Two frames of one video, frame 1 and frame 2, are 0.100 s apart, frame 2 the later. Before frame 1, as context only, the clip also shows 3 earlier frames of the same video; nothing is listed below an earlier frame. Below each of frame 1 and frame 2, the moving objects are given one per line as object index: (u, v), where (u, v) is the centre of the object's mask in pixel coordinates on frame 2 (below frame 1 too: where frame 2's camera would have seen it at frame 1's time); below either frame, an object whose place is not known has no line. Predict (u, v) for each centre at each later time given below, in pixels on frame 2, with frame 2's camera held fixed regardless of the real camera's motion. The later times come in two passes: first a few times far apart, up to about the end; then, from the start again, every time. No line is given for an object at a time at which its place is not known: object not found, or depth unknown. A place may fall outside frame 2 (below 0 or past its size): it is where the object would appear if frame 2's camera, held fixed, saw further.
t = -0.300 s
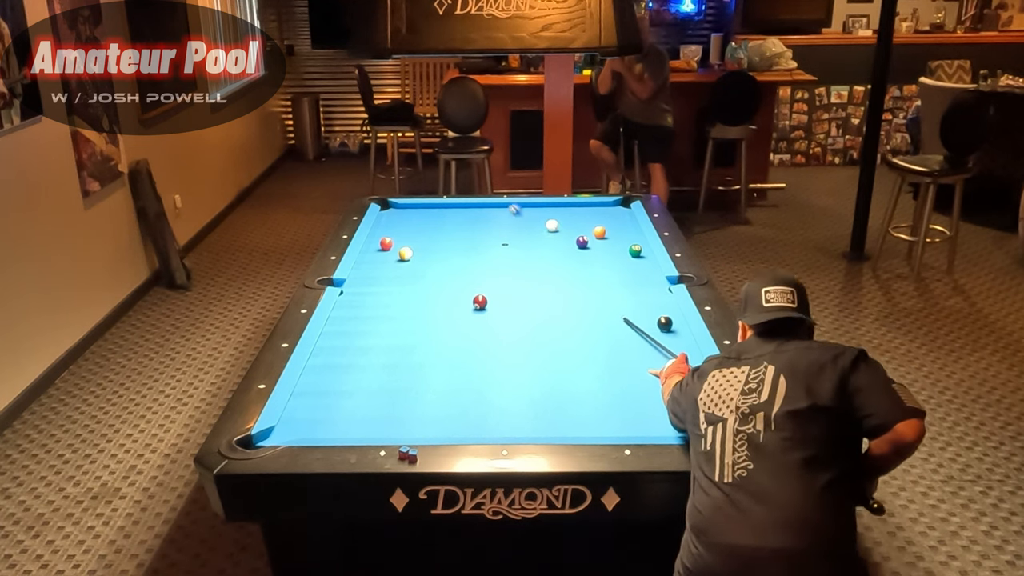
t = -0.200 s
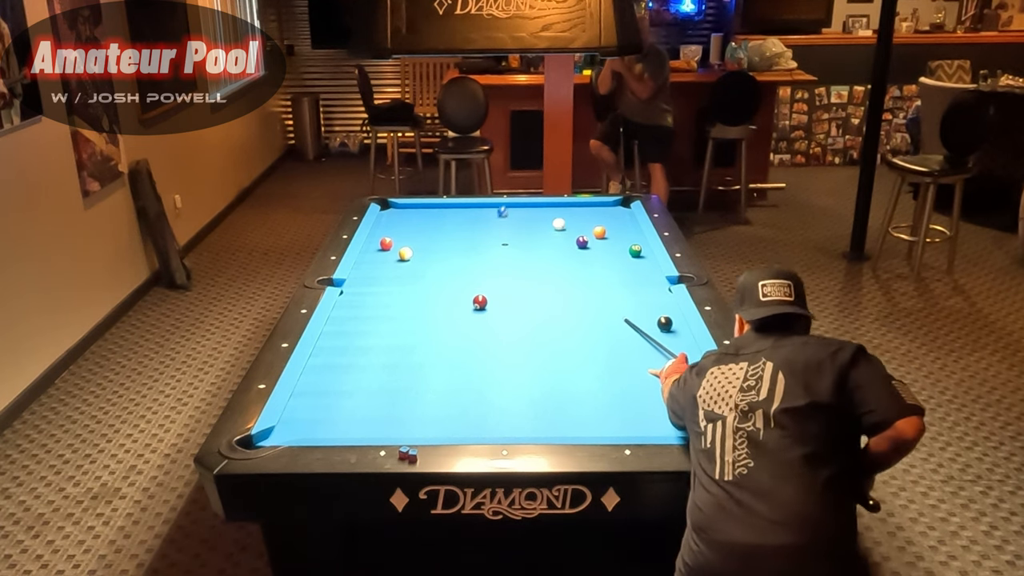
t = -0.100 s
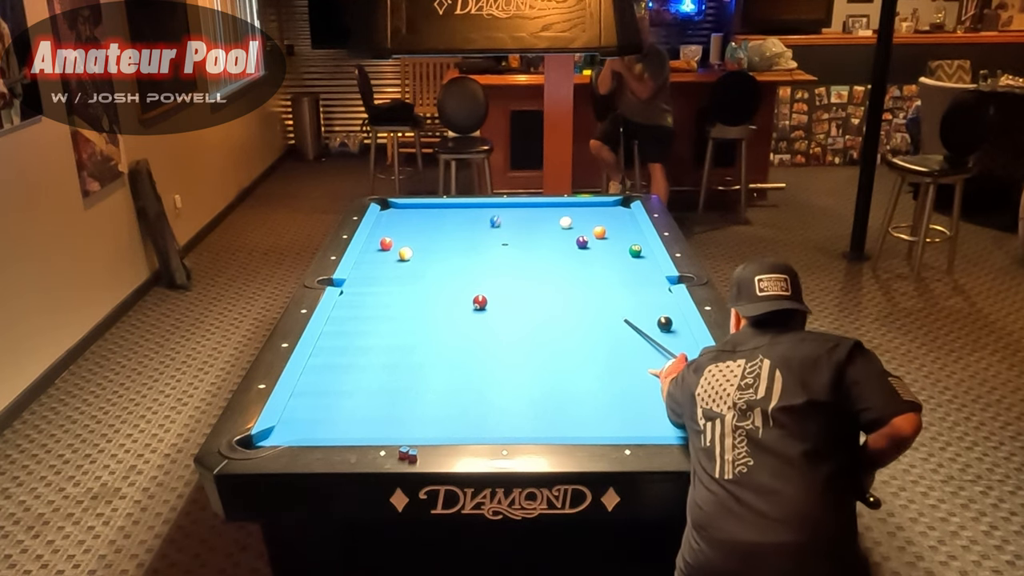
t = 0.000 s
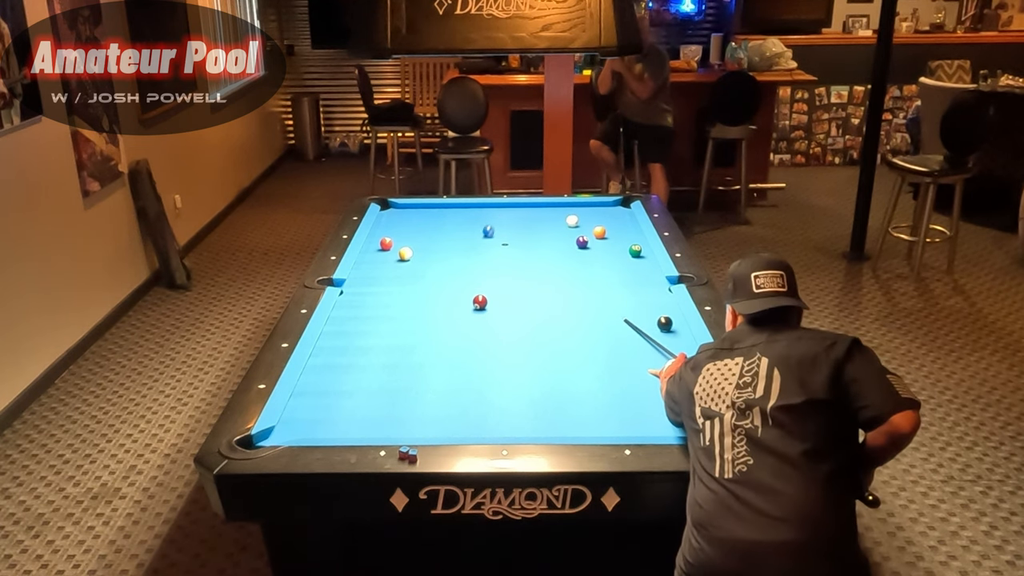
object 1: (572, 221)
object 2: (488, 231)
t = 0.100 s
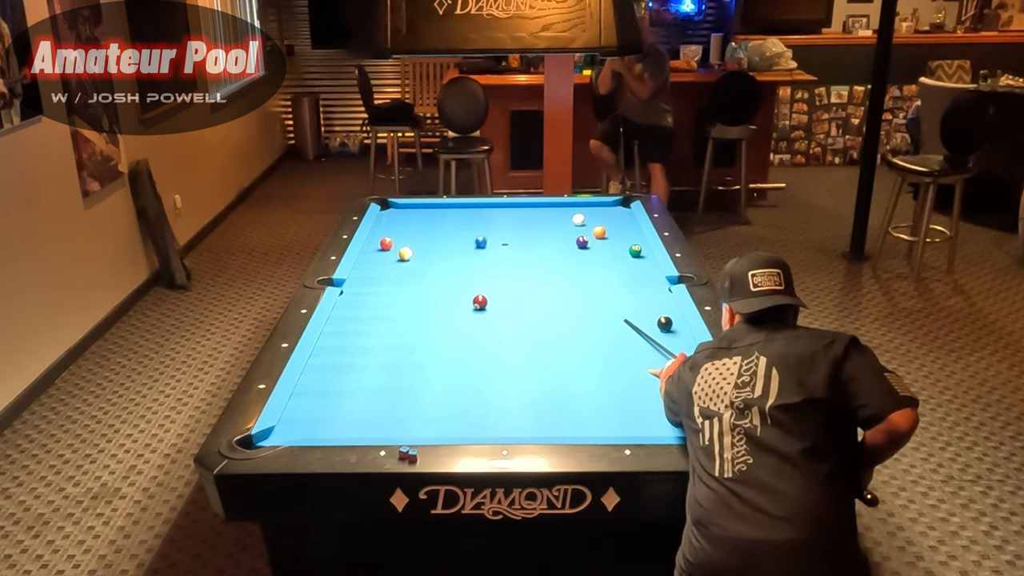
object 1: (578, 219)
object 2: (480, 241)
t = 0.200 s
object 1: (584, 218)
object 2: (472, 253)
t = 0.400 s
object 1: (596, 215)
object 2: (454, 278)
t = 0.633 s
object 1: (609, 212)
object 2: (430, 313)
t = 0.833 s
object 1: (619, 210)
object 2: (405, 348)
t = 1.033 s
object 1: (624, 208)
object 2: (374, 389)
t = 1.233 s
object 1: (618, 207)
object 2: (343, 430)
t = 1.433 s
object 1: (612, 206)
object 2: (356, 402)
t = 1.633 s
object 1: (607, 205)
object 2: (367, 376)
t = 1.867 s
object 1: (602, 204)
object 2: (378, 351)
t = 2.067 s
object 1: (598, 204)
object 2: (386, 331)
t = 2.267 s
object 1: (596, 204)
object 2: (393, 314)
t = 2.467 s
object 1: (595, 204)
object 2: (400, 299)
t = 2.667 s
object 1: (594, 204)
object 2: (406, 285)
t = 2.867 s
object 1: (594, 204)
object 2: (411, 273)
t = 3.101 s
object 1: (594, 204)
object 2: (417, 260)
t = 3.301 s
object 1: (594, 204)
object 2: (421, 249)
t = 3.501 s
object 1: (594, 204)
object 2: (425, 240)
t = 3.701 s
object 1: (594, 204)
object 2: (428, 231)
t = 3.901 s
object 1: (594, 204)
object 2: (431, 223)
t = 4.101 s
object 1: (594, 204)
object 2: (434, 216)
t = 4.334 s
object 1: (594, 204)
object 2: (438, 208)
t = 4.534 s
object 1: (594, 204)
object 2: (438, 207)
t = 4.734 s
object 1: (594, 204)
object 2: (439, 210)
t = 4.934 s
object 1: (594, 204)
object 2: (439, 214)
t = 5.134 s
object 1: (594, 204)
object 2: (438, 217)
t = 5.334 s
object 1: (594, 204)
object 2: (439, 220)
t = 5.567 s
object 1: (594, 204)
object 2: (439, 224)
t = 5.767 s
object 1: (594, 204)
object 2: (439, 227)
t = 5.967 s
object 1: (594, 204)
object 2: (439, 230)
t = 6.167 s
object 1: (594, 204)
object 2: (439, 233)
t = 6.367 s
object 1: (594, 204)
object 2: (439, 235)
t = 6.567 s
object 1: (594, 204)
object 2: (439, 238)
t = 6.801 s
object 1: (594, 204)
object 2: (438, 240)
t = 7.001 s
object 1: (594, 204)
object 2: (438, 243)
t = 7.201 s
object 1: (594, 204)
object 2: (437, 244)
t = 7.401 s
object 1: (594, 204)
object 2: (437, 246)
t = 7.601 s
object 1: (594, 204)
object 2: (436, 248)
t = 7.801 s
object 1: (594, 204)
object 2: (435, 249)
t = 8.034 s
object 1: (594, 204)
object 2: (434, 250)
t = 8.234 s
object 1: (594, 204)
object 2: (434, 251)
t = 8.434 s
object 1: (594, 204)
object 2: (434, 251)
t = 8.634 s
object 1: (594, 204)
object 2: (433, 251)
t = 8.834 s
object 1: (594, 204)
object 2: (433, 251)
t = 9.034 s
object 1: (594, 204)
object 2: (433, 251)
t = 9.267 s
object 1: (594, 204)
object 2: (433, 251)
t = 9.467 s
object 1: (594, 204)
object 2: (433, 251)
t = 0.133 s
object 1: (580, 219)
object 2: (478, 245)
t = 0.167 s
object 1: (582, 218)
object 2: (475, 249)
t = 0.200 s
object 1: (584, 218)
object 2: (472, 253)
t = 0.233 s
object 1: (586, 217)
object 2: (469, 257)
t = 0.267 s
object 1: (588, 217)
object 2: (467, 261)
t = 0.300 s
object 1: (590, 217)
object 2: (464, 265)
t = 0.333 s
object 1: (592, 216)
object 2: (461, 269)
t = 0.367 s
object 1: (594, 216)
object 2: (458, 274)
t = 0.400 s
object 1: (596, 215)
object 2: (454, 278)
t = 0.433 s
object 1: (598, 215)
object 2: (451, 283)
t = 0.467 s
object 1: (600, 214)
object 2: (448, 288)
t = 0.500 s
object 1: (602, 214)
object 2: (444, 292)
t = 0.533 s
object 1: (603, 213)
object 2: (441, 297)
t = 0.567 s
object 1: (605, 213)
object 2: (437, 302)
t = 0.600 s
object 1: (607, 213)
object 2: (433, 308)
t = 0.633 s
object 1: (609, 212)
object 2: (430, 313)
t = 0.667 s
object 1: (610, 212)
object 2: (426, 318)
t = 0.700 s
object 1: (612, 211)
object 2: (422, 324)
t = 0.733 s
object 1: (614, 211)
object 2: (418, 330)
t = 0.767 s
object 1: (615, 211)
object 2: (413, 336)
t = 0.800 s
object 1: (617, 210)
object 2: (409, 342)
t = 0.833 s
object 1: (619, 210)
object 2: (405, 348)
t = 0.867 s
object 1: (620, 209)
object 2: (400, 354)
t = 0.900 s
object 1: (622, 209)
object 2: (395, 361)
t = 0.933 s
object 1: (624, 209)
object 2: (391, 367)
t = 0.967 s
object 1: (625, 208)
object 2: (385, 375)
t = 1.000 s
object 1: (625, 208)
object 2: (380, 383)
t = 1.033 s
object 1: (624, 208)
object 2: (374, 389)
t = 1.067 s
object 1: (623, 208)
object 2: (369, 398)
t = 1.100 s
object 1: (622, 207)
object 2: (363, 405)
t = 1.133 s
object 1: (620, 207)
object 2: (357, 414)
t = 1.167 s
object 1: (620, 207)
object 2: (351, 423)
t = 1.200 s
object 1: (619, 207)
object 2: (345, 429)
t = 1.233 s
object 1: (618, 207)
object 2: (343, 430)
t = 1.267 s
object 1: (617, 207)
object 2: (345, 426)
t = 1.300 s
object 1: (616, 207)
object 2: (347, 422)
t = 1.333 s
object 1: (615, 206)
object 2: (349, 416)
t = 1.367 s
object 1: (614, 206)
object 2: (352, 411)
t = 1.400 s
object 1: (613, 206)
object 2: (354, 406)
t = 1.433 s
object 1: (612, 206)
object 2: (356, 402)
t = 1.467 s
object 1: (611, 206)
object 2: (358, 397)
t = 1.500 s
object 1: (610, 206)
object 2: (360, 393)
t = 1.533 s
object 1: (609, 205)
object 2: (361, 389)
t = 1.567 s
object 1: (609, 205)
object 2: (363, 385)
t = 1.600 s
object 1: (608, 205)
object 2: (365, 381)
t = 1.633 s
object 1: (607, 205)
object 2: (367, 376)
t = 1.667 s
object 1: (606, 205)
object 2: (369, 372)
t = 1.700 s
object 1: (605, 205)
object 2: (370, 369)
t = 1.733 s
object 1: (605, 205)
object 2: (372, 365)
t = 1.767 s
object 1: (604, 204)
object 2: (373, 361)
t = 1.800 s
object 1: (603, 204)
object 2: (375, 358)
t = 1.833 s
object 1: (603, 204)
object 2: (376, 354)
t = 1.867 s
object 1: (602, 204)
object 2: (378, 351)
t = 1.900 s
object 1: (601, 204)
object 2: (379, 347)
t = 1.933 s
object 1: (600, 204)
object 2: (381, 344)
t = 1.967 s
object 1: (600, 204)
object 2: (382, 341)
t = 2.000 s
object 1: (599, 204)
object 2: (383, 338)
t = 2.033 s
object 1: (599, 204)
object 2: (385, 335)
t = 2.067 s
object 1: (598, 204)
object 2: (386, 331)
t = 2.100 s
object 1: (598, 204)
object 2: (388, 328)
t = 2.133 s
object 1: (597, 204)
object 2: (389, 325)
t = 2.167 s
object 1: (597, 203)
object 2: (390, 323)
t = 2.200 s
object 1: (597, 203)
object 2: (391, 320)
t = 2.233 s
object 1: (596, 203)
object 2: (392, 317)
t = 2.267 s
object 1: (596, 204)
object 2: (393, 314)
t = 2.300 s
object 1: (596, 204)
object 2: (395, 311)
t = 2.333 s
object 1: (595, 204)
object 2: (396, 309)
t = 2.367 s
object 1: (595, 204)
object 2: (397, 306)
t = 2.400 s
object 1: (595, 204)
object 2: (397, 304)
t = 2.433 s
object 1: (595, 204)
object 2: (399, 301)
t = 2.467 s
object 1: (595, 204)
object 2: (400, 299)
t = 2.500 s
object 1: (595, 204)
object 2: (401, 296)
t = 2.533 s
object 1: (594, 204)
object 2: (402, 294)
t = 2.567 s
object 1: (594, 204)
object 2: (403, 292)
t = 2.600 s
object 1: (594, 204)
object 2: (404, 290)
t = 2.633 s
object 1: (594, 204)
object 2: (405, 287)
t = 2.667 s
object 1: (594, 204)
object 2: (406, 285)
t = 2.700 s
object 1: (594, 204)
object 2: (407, 283)
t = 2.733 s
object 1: (594, 204)
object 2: (408, 281)
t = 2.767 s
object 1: (594, 204)
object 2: (409, 278)
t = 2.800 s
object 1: (594, 204)
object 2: (409, 277)
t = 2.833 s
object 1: (594, 204)
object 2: (410, 275)
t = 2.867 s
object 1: (594, 204)
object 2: (411, 273)
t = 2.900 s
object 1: (594, 204)
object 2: (412, 271)
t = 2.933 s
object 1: (594, 204)
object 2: (412, 269)
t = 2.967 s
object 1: (594, 204)
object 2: (414, 267)
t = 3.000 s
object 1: (594, 204)
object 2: (415, 265)
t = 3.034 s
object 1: (594, 204)
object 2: (415, 263)
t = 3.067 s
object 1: (594, 204)
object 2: (416, 261)
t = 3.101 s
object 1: (594, 204)
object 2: (417, 260)
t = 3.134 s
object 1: (594, 204)
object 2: (417, 258)
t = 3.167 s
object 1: (594, 204)
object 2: (418, 256)
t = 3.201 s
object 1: (594, 204)
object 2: (419, 254)
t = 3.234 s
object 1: (594, 204)
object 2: (420, 252)
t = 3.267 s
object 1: (594, 204)
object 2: (420, 250)
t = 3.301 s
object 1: (594, 204)
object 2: (421, 249)
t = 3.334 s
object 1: (594, 204)
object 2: (421, 248)
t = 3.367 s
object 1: (594, 204)
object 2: (422, 246)
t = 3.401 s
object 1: (594, 204)
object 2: (423, 244)
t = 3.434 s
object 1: (594, 204)
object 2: (423, 243)
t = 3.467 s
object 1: (594, 204)
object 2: (424, 241)
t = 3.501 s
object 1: (594, 204)
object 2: (425, 240)
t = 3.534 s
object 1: (594, 204)
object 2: (425, 238)
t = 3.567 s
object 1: (594, 204)
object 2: (426, 237)
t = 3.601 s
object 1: (594, 204)
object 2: (426, 235)
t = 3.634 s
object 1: (594, 204)
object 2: (427, 234)
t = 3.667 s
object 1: (594, 204)
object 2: (427, 233)
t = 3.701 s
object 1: (594, 204)
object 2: (428, 231)
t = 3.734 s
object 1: (594, 204)
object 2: (429, 230)
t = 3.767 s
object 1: (594, 204)
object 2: (429, 228)
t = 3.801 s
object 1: (594, 204)
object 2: (430, 228)
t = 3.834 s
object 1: (594, 204)
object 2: (430, 226)
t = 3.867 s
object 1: (594, 204)
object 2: (430, 225)
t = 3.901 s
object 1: (594, 204)
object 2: (431, 223)
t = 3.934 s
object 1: (594, 204)
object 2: (432, 222)
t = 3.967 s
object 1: (594, 204)
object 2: (432, 221)
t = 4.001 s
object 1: (594, 204)
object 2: (433, 220)
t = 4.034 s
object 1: (594, 204)
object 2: (434, 218)
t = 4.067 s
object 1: (594, 204)
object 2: (434, 217)
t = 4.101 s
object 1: (594, 204)
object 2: (434, 216)
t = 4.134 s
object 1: (594, 204)
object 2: (434, 215)
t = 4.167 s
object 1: (594, 204)
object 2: (435, 214)
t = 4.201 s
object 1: (594, 204)
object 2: (436, 213)
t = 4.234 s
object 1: (594, 204)
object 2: (436, 212)
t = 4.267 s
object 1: (594, 204)
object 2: (437, 211)
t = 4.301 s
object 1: (594, 204)
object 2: (437, 209)
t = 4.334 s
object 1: (594, 204)
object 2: (438, 208)
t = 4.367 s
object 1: (594, 204)
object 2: (438, 208)
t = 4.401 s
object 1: (594, 204)
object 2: (438, 207)
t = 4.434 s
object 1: (594, 204)
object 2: (438, 205)
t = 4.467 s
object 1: (594, 204)
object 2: (438, 205)
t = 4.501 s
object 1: (594, 204)
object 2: (438, 206)
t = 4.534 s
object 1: (594, 204)
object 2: (438, 207)
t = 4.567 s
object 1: (594, 204)
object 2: (439, 208)
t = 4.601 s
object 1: (594, 204)
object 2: (439, 209)
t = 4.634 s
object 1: (594, 204)
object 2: (439, 208)
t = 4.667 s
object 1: (594, 204)
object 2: (439, 209)
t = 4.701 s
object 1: (594, 204)
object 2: (439, 209)
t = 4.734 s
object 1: (594, 204)
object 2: (439, 210)
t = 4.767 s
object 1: (594, 204)
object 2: (439, 211)
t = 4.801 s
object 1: (594, 204)
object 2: (439, 211)
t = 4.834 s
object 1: (594, 204)
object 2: (438, 212)
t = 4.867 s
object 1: (594, 204)
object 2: (438, 213)
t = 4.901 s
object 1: (594, 204)
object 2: (439, 213)
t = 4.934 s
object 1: (594, 204)
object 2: (439, 214)
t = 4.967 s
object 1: (594, 204)
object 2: (438, 214)
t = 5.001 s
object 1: (594, 204)
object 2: (438, 215)
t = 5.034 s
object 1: (594, 204)
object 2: (438, 216)
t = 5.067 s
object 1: (594, 204)
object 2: (439, 216)
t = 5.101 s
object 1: (594, 204)
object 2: (439, 217)
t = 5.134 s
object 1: (594, 204)
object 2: (438, 217)
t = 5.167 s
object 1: (594, 204)
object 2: (438, 218)
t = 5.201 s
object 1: (594, 204)
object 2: (439, 218)
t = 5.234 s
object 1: (594, 204)
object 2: (439, 219)
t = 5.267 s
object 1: (594, 204)
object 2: (439, 219)
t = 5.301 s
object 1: (594, 204)
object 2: (439, 220)
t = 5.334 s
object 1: (594, 204)
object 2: (439, 220)
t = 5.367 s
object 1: (594, 204)
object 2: (439, 221)
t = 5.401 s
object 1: (594, 204)
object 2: (439, 222)
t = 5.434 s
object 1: (594, 204)
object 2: (439, 222)
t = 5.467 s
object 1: (594, 204)
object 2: (439, 223)
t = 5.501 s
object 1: (594, 204)
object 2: (439, 223)
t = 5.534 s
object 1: (594, 204)
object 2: (439, 224)
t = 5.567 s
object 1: (594, 204)
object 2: (439, 224)
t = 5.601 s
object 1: (594, 204)
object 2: (439, 224)
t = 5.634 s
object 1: (594, 204)
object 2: (439, 225)
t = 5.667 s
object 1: (594, 204)
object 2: (439, 226)
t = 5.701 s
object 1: (594, 204)
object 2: (439, 226)
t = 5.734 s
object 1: (594, 204)
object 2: (439, 227)
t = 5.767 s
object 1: (594, 204)
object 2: (439, 227)
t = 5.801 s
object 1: (594, 204)
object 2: (439, 228)
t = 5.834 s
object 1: (594, 204)
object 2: (439, 228)
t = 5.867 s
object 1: (594, 204)
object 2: (439, 229)
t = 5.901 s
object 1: (594, 204)
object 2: (439, 229)
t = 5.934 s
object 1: (594, 204)
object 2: (439, 230)
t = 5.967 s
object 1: (594, 204)
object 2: (439, 230)
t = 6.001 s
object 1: (594, 204)
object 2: (439, 231)
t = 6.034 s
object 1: (594, 204)
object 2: (439, 231)
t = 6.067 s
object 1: (594, 204)
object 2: (439, 231)
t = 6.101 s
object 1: (594, 204)
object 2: (439, 232)
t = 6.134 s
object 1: (594, 204)
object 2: (439, 233)
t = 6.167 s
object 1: (594, 204)
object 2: (439, 233)
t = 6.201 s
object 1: (594, 204)
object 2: (439, 233)
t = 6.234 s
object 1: (594, 204)
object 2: (439, 234)
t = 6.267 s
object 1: (594, 204)
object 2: (439, 234)
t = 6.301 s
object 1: (594, 204)
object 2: (439, 235)
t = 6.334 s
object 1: (594, 204)
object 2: (439, 235)
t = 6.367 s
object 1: (594, 204)
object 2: (439, 235)
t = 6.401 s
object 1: (594, 204)
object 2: (439, 236)
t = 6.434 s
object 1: (594, 204)
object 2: (439, 237)
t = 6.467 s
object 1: (594, 204)
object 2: (439, 237)
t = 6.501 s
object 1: (594, 204)
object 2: (439, 238)
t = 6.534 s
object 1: (594, 204)
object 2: (439, 238)
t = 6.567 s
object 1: (594, 204)
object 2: (439, 238)
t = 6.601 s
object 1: (594, 204)
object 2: (439, 239)
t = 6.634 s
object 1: (594, 204)
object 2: (439, 239)
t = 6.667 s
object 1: (594, 204)
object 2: (439, 239)
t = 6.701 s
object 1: (594, 204)
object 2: (438, 239)
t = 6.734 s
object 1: (594, 204)
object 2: (438, 240)
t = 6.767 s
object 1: (594, 204)
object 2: (438, 240)
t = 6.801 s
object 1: (594, 204)
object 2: (438, 240)
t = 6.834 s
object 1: (594, 204)
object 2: (438, 241)
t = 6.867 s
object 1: (594, 204)
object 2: (438, 241)
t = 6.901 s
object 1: (594, 204)
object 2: (438, 242)
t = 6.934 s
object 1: (594, 204)
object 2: (438, 242)
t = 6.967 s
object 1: (594, 204)
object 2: (438, 242)
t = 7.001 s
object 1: (594, 204)
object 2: (438, 243)
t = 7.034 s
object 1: (594, 204)
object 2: (438, 243)
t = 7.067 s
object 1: (594, 204)
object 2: (438, 243)
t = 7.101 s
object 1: (594, 204)
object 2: (438, 244)
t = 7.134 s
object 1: (594, 204)
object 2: (438, 244)
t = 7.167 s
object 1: (594, 204)
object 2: (437, 244)
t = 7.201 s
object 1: (594, 204)
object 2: (437, 244)
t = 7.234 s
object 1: (594, 204)
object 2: (437, 245)
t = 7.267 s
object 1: (594, 204)
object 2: (437, 245)
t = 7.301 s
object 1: (594, 204)
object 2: (437, 245)
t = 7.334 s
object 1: (594, 204)
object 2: (437, 246)
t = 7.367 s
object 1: (594, 204)
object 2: (437, 246)
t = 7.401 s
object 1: (594, 204)
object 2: (437, 246)
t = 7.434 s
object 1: (594, 204)
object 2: (437, 247)
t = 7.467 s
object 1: (594, 204)
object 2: (436, 247)
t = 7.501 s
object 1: (594, 204)
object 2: (436, 247)
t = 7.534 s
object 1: (594, 204)
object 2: (436, 247)
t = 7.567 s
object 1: (594, 204)
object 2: (436, 247)
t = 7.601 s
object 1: (594, 204)
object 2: (436, 248)
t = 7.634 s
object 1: (594, 204)
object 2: (436, 248)
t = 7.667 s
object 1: (594, 204)
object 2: (435, 248)
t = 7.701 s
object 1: (594, 204)
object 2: (435, 248)
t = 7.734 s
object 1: (594, 204)
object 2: (435, 248)
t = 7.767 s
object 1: (594, 204)
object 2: (435, 249)
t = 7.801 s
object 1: (594, 204)
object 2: (435, 249)
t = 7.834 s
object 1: (594, 204)
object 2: (435, 249)
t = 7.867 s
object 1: (594, 204)
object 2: (435, 249)
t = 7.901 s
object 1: (594, 204)
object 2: (434, 249)
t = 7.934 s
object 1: (594, 204)
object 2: (434, 249)
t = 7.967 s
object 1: (594, 204)
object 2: (434, 250)
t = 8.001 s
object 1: (594, 204)
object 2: (434, 250)
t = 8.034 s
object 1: (594, 204)
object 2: (434, 250)
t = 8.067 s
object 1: (594, 204)
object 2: (434, 250)
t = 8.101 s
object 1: (594, 204)
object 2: (434, 250)
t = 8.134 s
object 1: (594, 204)
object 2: (434, 250)
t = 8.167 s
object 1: (594, 204)
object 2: (434, 250)
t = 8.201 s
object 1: (594, 204)
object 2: (434, 250)
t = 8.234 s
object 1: (594, 204)
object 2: (434, 251)
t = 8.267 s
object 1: (594, 204)
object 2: (434, 251)
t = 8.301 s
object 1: (594, 204)
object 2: (434, 251)
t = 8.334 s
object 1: (594, 204)
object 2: (434, 251)
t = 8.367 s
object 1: (594, 204)
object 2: (434, 251)
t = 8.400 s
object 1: (594, 204)
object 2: (434, 251)
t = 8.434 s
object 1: (594, 204)
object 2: (434, 251)
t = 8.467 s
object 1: (594, 204)
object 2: (434, 251)
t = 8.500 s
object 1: (594, 204)
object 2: (434, 251)
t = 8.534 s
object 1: (594, 204)
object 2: (434, 251)
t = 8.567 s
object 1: (594, 204)
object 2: (434, 251)
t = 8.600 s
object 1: (594, 204)
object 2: (434, 251)
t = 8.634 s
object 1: (594, 204)
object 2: (433, 251)
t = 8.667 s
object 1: (594, 204)
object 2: (433, 251)
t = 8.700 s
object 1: (594, 204)
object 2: (433, 251)
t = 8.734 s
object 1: (594, 204)
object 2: (433, 251)
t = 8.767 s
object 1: (594, 204)
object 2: (433, 251)
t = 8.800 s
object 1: (594, 204)
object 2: (433, 251)
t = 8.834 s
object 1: (594, 204)
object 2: (433, 251)
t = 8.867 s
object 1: (594, 204)
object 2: (433, 251)
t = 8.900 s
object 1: (594, 204)
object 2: (433, 251)
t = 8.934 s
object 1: (594, 204)
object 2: (433, 251)
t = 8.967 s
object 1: (594, 204)
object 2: (433, 251)
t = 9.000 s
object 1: (594, 204)
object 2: (433, 251)
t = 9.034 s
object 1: (594, 204)
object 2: (433, 251)
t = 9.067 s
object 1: (594, 204)
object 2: (433, 251)
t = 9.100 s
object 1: (594, 204)
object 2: (433, 251)
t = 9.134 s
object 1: (594, 204)
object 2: (433, 251)
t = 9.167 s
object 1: (594, 204)
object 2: (433, 251)
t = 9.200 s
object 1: (594, 204)
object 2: (433, 251)
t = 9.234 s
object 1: (594, 204)
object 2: (433, 251)
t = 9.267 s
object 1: (594, 204)
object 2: (433, 251)
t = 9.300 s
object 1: (594, 204)
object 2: (433, 251)
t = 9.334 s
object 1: (594, 204)
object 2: (433, 251)
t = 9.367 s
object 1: (594, 204)
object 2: (433, 251)
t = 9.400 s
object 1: (594, 204)
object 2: (433, 251)
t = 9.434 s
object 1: (594, 204)
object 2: (433, 251)
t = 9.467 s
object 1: (594, 204)
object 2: (433, 251)
